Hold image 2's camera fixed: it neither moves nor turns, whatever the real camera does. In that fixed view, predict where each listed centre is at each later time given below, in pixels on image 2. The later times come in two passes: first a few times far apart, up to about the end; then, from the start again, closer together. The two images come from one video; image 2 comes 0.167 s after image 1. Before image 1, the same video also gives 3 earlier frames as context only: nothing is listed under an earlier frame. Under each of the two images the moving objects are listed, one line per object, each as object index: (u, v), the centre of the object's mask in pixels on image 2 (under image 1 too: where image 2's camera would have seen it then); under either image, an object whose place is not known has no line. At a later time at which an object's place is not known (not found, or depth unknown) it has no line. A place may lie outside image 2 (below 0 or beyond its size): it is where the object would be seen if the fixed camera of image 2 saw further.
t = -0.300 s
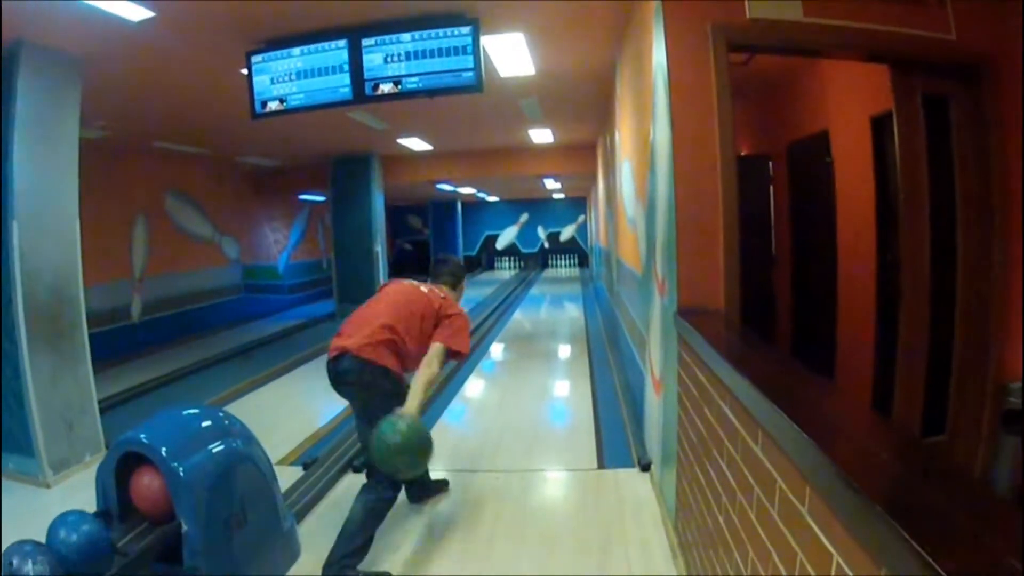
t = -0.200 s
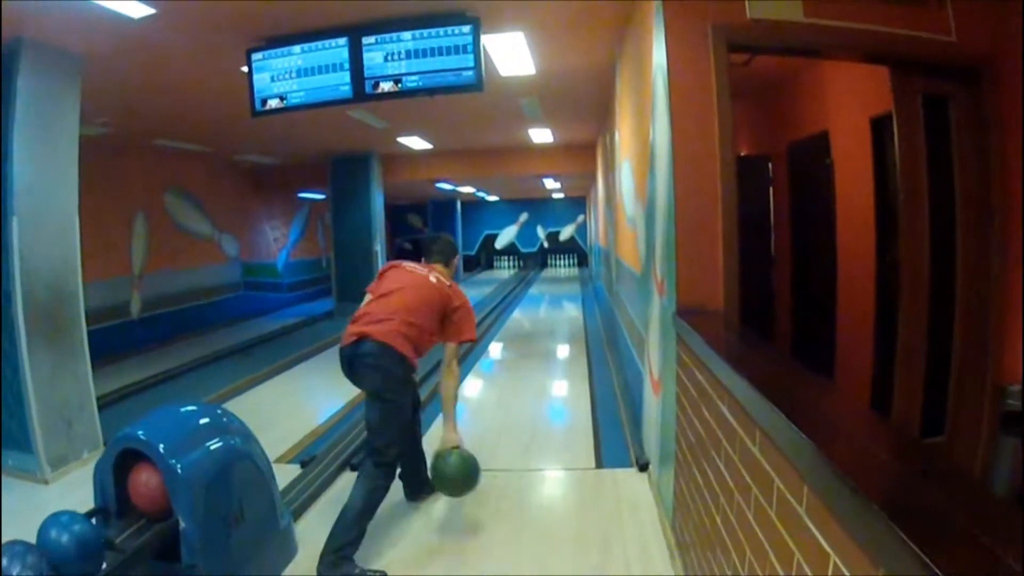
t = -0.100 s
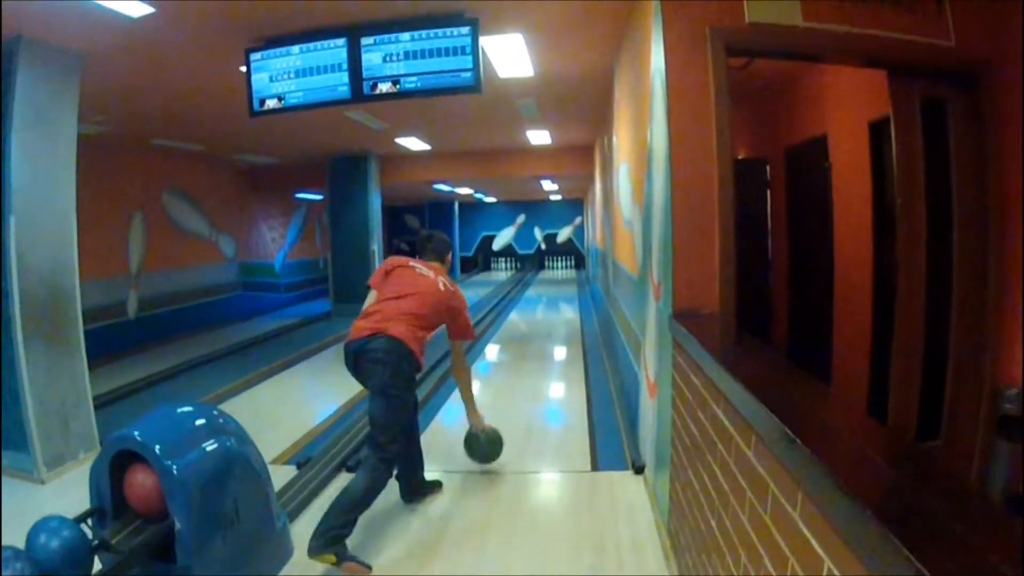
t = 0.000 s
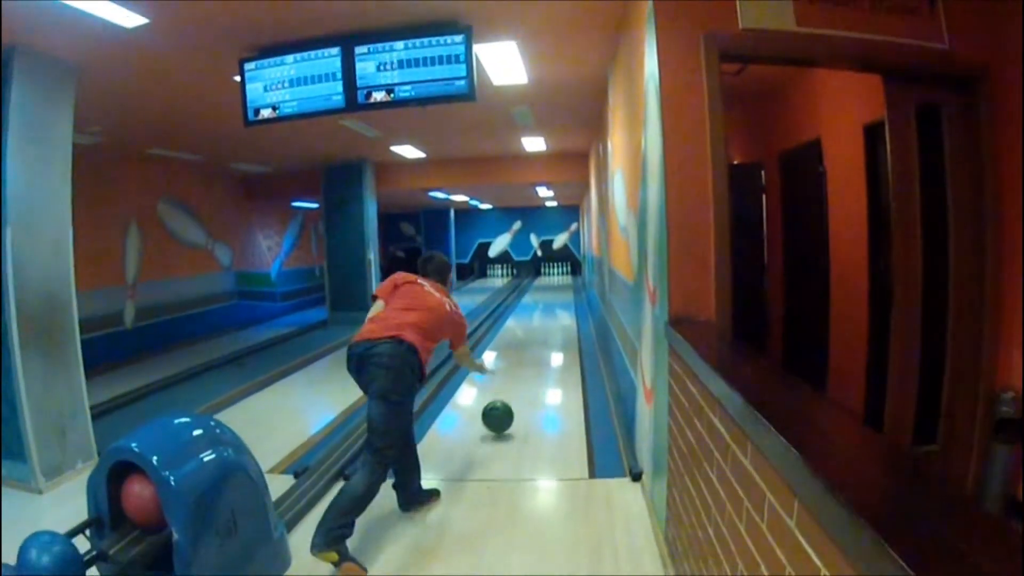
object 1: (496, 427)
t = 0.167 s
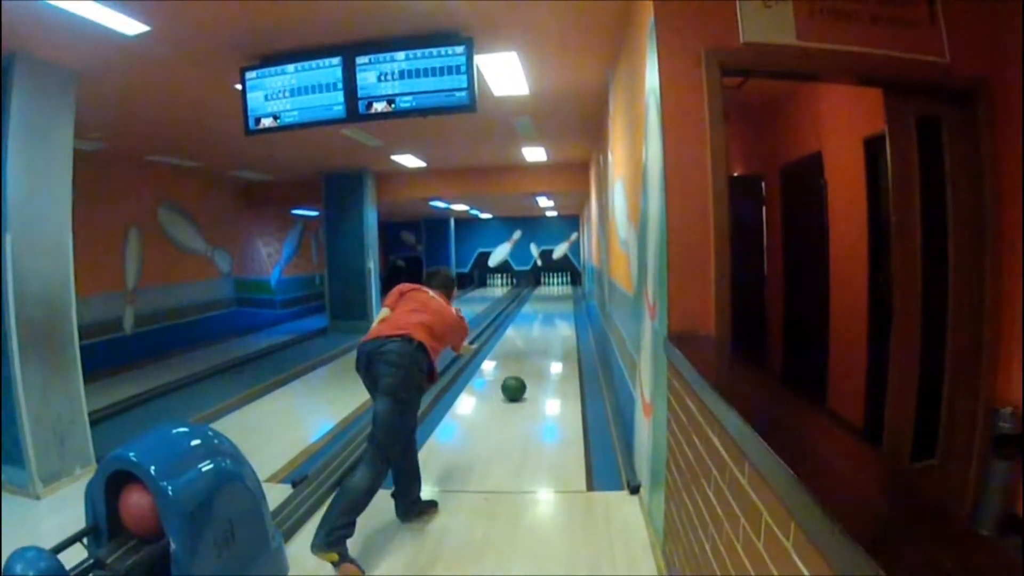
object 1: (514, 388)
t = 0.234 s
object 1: (519, 377)
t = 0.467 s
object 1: (531, 347)
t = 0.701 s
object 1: (539, 329)
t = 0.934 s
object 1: (544, 316)
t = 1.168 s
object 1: (548, 307)
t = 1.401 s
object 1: (552, 300)
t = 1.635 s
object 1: (554, 295)
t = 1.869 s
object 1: (556, 291)
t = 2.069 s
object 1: (557, 288)
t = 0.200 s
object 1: (516, 382)
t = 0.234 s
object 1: (519, 377)
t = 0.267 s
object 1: (521, 371)
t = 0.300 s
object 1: (523, 366)
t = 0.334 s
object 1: (525, 362)
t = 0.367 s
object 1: (526, 358)
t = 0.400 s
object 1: (528, 354)
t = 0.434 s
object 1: (530, 350)
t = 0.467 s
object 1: (531, 347)
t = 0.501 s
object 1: (532, 344)
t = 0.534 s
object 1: (534, 341)
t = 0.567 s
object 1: (534, 338)
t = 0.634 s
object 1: (537, 333)
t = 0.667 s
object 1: (538, 331)
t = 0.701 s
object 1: (539, 329)
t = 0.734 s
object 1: (539, 327)
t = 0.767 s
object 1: (540, 324)
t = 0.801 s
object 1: (541, 323)
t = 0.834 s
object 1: (542, 321)
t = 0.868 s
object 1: (543, 319)
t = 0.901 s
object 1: (544, 318)
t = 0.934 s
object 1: (544, 316)
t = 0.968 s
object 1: (545, 315)
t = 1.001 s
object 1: (546, 313)
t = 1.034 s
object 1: (546, 312)
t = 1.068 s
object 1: (547, 310)
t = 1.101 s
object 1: (547, 309)
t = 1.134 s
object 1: (548, 308)
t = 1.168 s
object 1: (548, 307)
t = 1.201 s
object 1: (549, 306)
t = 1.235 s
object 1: (550, 305)
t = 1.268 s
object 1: (550, 304)
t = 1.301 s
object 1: (550, 303)
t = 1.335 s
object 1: (551, 302)
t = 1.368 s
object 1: (551, 302)
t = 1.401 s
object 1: (552, 300)
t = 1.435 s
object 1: (552, 300)
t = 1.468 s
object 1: (552, 299)
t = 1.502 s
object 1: (553, 298)
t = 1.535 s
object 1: (554, 297)
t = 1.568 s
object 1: (554, 296)
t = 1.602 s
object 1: (554, 296)
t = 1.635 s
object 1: (554, 295)
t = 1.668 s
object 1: (554, 295)
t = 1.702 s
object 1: (555, 294)
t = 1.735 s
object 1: (555, 293)
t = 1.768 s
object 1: (555, 292)
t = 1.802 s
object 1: (555, 291)
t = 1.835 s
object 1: (555, 291)
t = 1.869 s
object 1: (556, 291)
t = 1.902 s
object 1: (556, 290)
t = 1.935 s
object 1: (556, 290)
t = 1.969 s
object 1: (557, 289)
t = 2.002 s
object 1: (557, 288)
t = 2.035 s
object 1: (557, 288)
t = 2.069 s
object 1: (557, 288)
